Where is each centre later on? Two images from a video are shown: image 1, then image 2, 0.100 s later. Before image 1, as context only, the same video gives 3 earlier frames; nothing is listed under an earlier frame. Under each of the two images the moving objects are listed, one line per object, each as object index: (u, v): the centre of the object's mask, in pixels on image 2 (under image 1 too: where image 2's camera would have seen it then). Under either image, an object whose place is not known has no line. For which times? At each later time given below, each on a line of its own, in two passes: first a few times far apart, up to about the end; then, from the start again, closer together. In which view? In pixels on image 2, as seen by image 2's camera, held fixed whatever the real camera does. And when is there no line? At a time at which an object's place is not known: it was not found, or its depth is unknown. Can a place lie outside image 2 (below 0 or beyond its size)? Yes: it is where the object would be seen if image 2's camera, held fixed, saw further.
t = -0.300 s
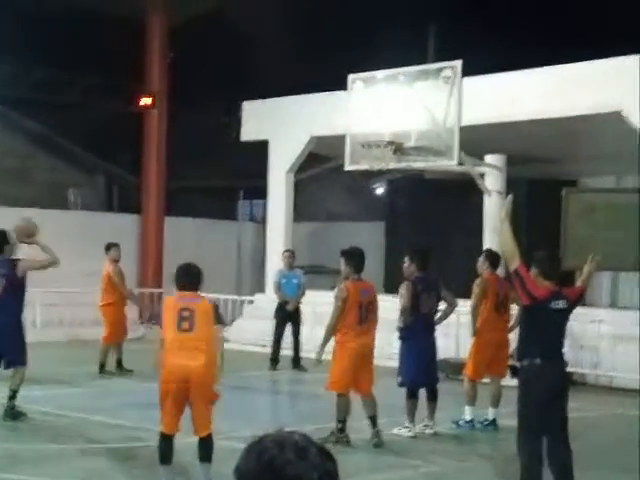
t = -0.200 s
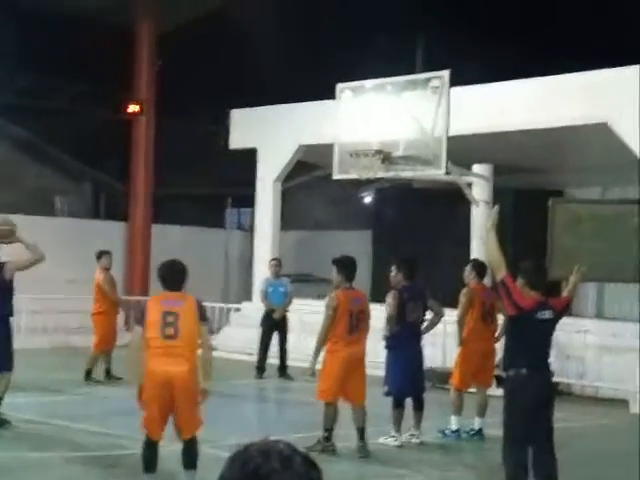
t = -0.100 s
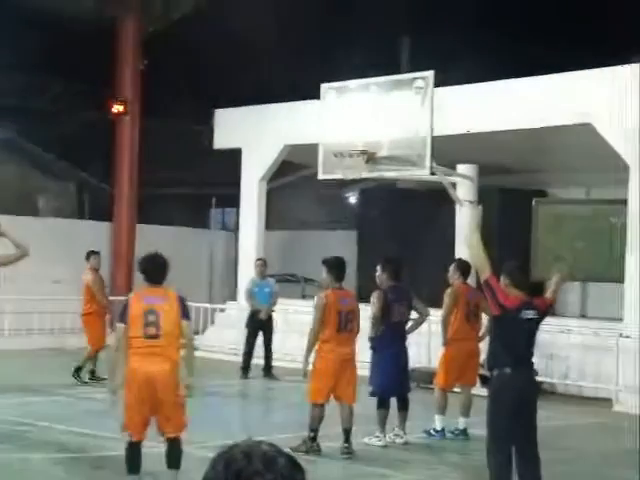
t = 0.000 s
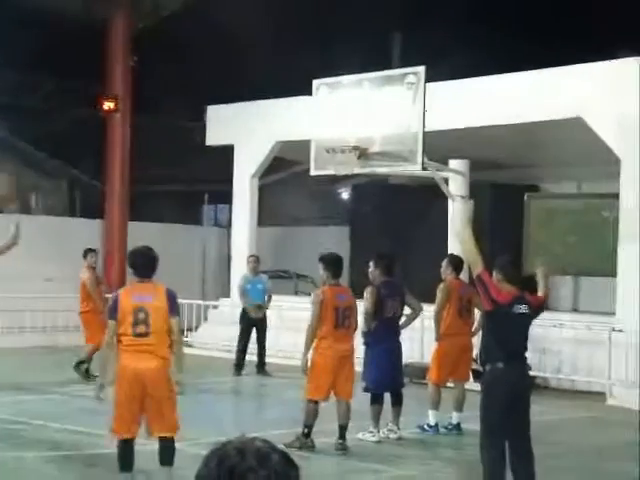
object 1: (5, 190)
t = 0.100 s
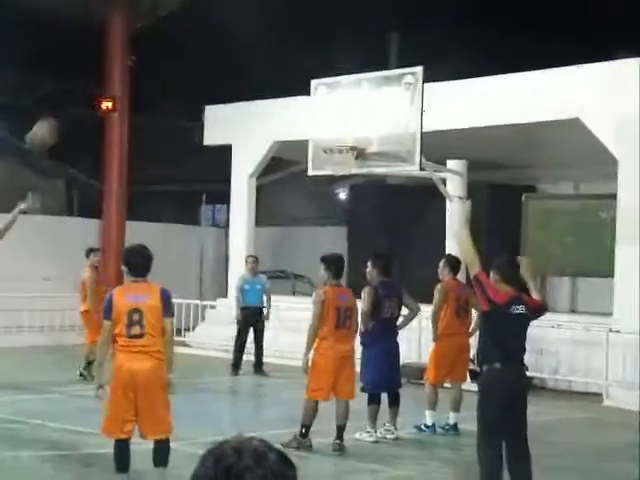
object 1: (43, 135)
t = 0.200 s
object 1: (83, 94)
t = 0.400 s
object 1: (157, 47)
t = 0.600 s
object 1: (221, 39)
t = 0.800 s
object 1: (278, 64)
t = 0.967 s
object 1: (320, 106)
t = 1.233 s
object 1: (335, 164)
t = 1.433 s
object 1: (334, 166)
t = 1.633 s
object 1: (346, 174)
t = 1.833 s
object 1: (357, 211)
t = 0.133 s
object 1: (56, 120)
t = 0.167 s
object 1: (70, 105)
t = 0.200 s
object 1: (83, 94)
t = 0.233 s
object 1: (95, 84)
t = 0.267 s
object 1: (104, 73)
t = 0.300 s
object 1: (122, 64)
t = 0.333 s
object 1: (134, 58)
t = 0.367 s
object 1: (145, 52)
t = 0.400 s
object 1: (157, 47)
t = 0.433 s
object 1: (167, 43)
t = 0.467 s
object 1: (179, 40)
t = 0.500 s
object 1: (190, 39)
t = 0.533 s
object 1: (200, 37)
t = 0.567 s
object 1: (211, 37)
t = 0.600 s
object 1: (221, 39)
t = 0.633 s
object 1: (230, 40)
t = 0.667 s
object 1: (241, 43)
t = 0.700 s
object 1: (250, 47)
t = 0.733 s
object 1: (259, 52)
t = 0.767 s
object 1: (269, 57)
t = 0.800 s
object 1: (278, 64)
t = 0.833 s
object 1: (286, 71)
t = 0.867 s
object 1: (295, 79)
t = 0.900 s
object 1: (302, 86)
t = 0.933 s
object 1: (313, 93)
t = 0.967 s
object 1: (320, 106)
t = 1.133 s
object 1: (343, 161)
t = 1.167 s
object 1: (341, 162)
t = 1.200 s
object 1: (336, 164)
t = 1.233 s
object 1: (335, 164)
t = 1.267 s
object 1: (334, 163)
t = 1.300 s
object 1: (333, 164)
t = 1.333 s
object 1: (333, 165)
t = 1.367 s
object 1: (332, 165)
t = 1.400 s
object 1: (332, 165)
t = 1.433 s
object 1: (334, 166)
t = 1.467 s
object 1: (337, 167)
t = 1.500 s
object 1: (338, 166)
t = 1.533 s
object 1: (342, 167)
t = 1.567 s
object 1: (343, 169)
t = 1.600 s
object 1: (345, 173)
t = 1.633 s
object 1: (346, 174)
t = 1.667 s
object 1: (346, 180)
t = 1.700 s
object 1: (350, 185)
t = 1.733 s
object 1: (353, 188)
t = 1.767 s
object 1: (356, 194)
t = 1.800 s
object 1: (356, 203)
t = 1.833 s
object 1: (357, 211)
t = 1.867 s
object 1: (359, 221)
